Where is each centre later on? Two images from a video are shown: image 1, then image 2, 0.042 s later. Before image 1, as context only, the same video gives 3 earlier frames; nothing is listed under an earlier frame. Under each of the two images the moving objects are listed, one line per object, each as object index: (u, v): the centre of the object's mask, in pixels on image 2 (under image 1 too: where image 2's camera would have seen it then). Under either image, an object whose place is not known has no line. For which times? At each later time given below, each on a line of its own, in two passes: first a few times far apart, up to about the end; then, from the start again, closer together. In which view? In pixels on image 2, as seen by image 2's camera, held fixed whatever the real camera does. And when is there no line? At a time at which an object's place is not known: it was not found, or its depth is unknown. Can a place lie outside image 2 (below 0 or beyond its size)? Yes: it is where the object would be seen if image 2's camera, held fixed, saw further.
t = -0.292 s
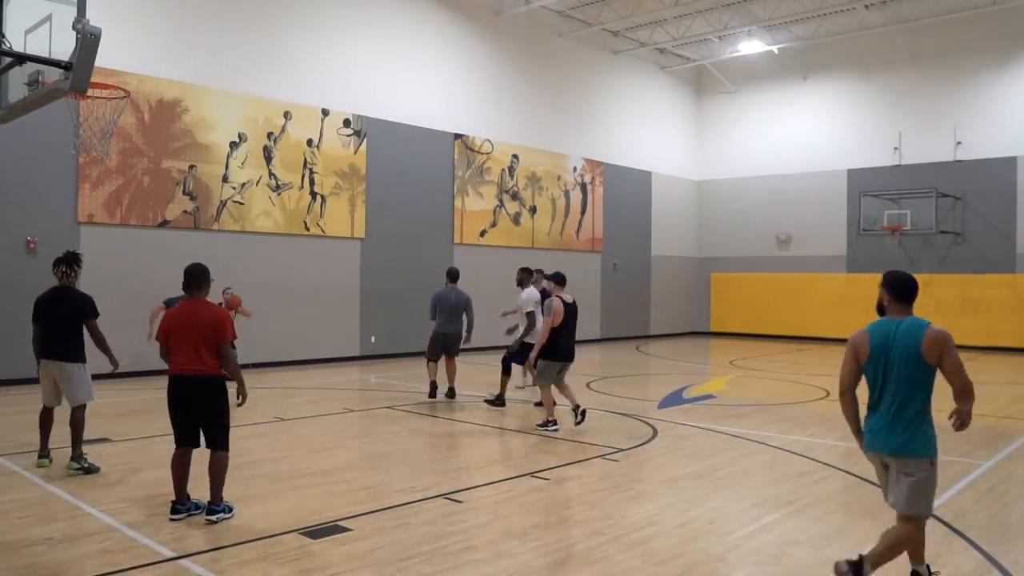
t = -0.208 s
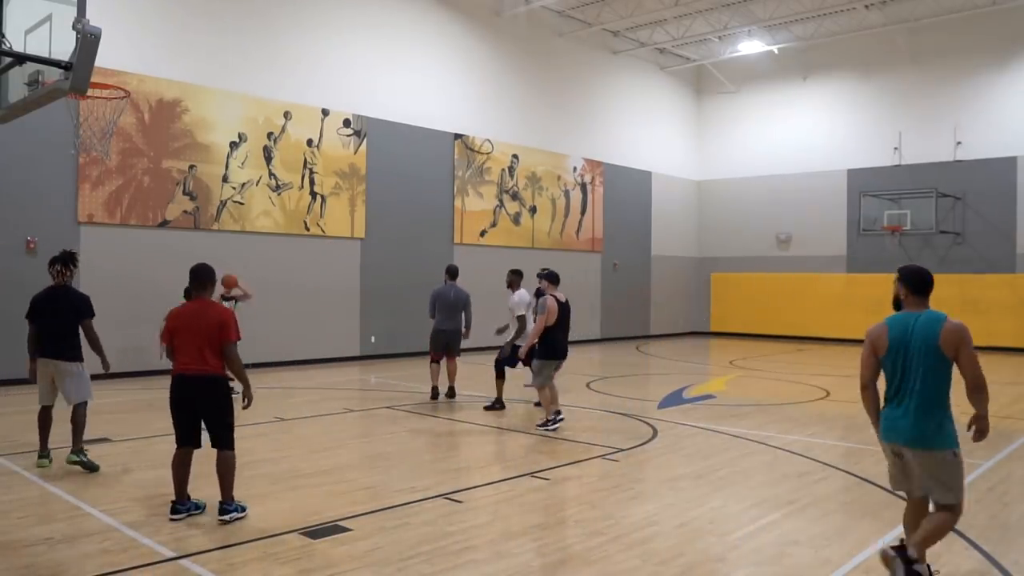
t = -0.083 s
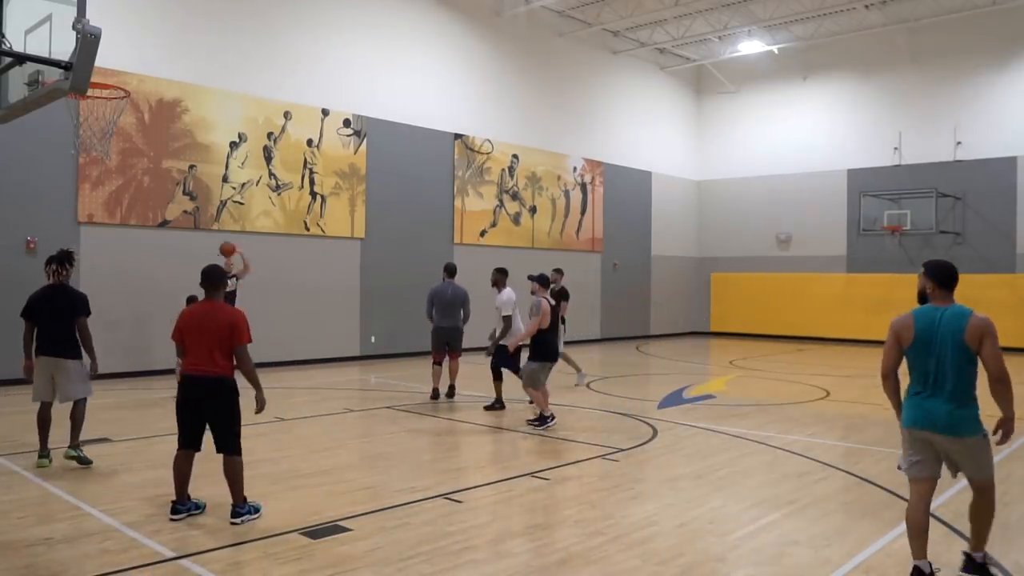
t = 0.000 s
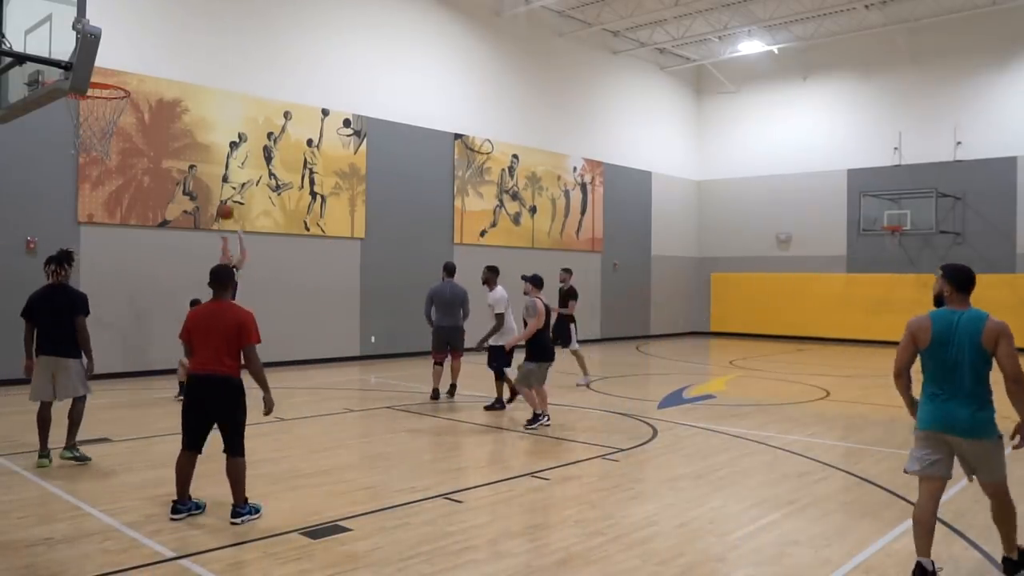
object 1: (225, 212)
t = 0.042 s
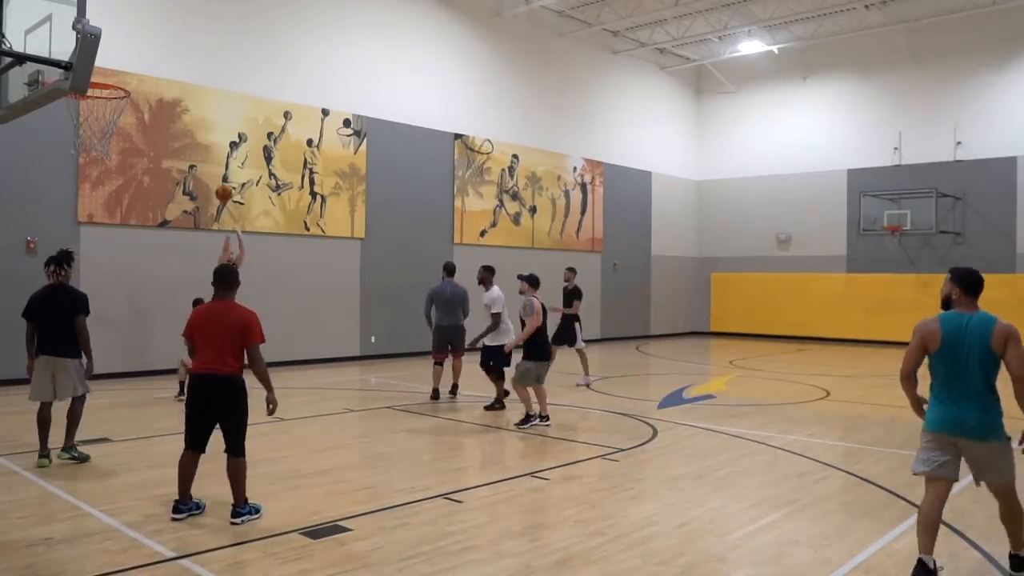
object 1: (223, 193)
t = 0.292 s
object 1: (210, 91)
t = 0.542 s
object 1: (192, 18)
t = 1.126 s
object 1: (121, 29)
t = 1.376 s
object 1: (79, 130)
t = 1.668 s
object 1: (46, 269)
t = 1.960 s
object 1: (18, 486)
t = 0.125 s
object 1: (219, 156)
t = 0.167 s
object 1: (217, 139)
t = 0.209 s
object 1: (215, 122)
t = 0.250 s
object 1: (213, 106)
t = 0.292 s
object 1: (210, 91)
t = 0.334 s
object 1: (207, 77)
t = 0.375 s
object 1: (205, 63)
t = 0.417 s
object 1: (202, 50)
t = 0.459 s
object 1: (199, 38)
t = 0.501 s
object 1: (196, 28)
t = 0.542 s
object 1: (192, 18)
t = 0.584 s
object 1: (189, 9)
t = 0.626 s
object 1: (186, 5)
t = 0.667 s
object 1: (182, 2)
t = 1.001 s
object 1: (142, 4)
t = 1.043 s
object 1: (135, 8)
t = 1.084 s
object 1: (128, 15)
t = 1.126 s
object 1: (121, 29)
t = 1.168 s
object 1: (114, 46)
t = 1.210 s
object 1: (107, 67)
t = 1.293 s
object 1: (88, 112)
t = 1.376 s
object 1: (79, 130)
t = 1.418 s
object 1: (74, 142)
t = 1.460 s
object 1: (70, 156)
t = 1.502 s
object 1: (65, 173)
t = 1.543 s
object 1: (61, 193)
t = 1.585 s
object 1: (56, 216)
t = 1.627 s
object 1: (51, 241)
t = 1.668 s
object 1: (46, 269)
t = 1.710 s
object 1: (42, 300)
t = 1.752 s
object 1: (37, 335)
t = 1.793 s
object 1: (32, 371)
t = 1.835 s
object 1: (27, 412)
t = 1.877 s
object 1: (22, 454)
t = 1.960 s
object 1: (18, 486)
